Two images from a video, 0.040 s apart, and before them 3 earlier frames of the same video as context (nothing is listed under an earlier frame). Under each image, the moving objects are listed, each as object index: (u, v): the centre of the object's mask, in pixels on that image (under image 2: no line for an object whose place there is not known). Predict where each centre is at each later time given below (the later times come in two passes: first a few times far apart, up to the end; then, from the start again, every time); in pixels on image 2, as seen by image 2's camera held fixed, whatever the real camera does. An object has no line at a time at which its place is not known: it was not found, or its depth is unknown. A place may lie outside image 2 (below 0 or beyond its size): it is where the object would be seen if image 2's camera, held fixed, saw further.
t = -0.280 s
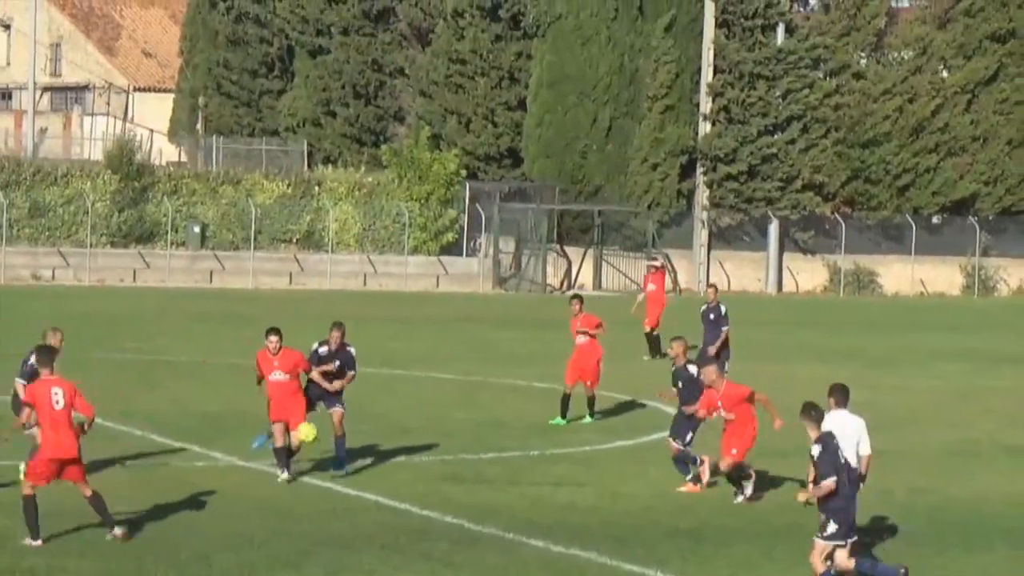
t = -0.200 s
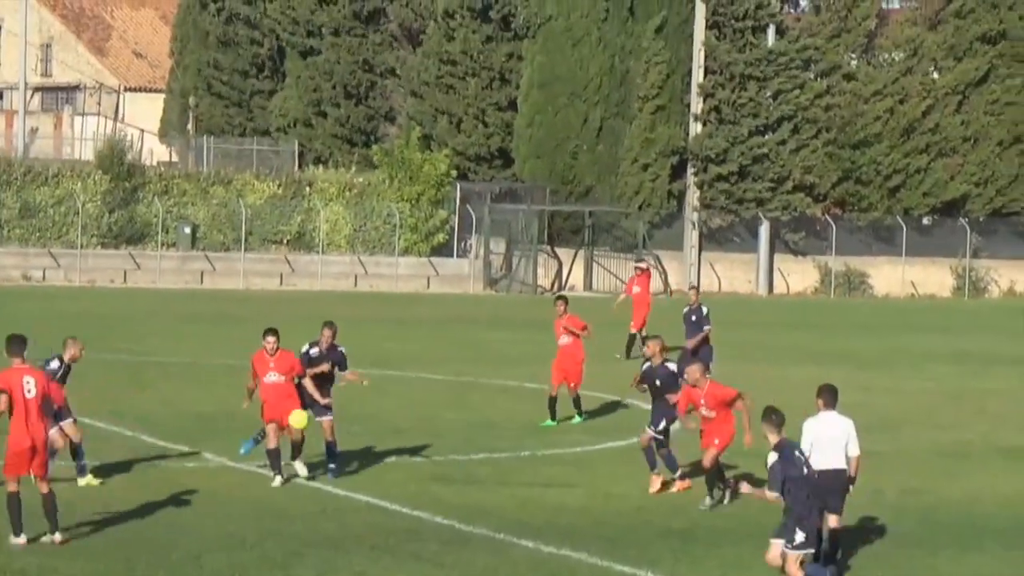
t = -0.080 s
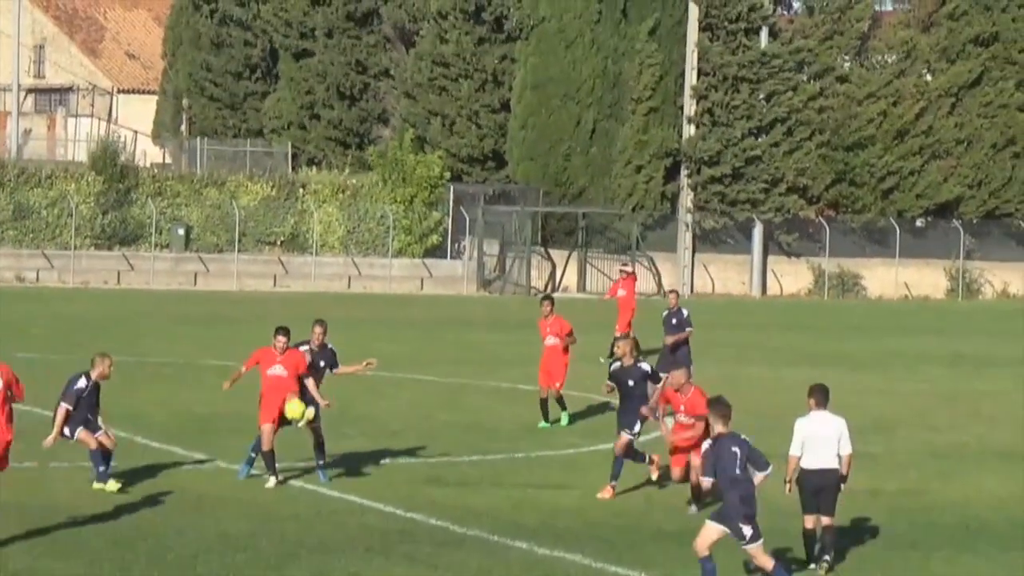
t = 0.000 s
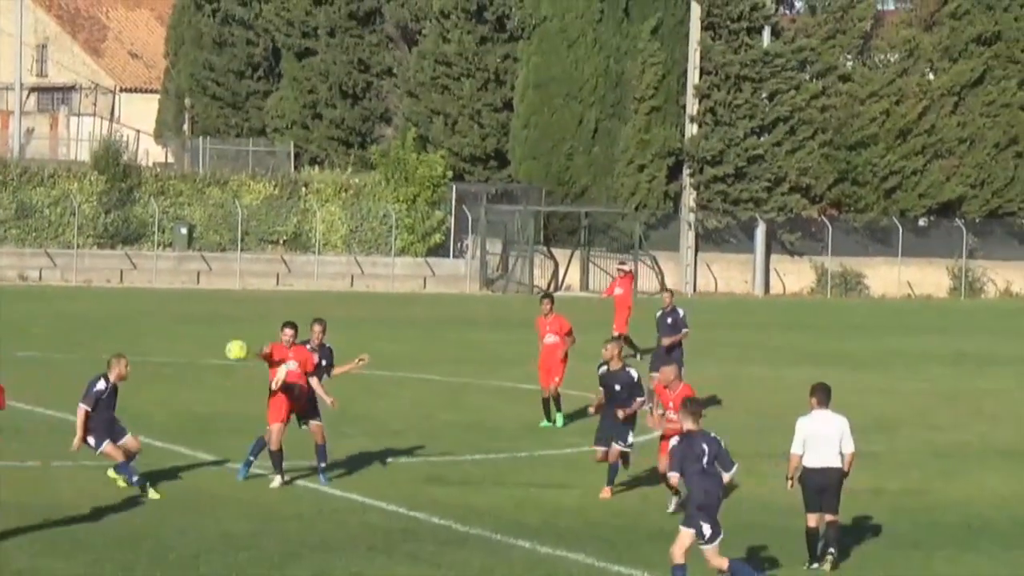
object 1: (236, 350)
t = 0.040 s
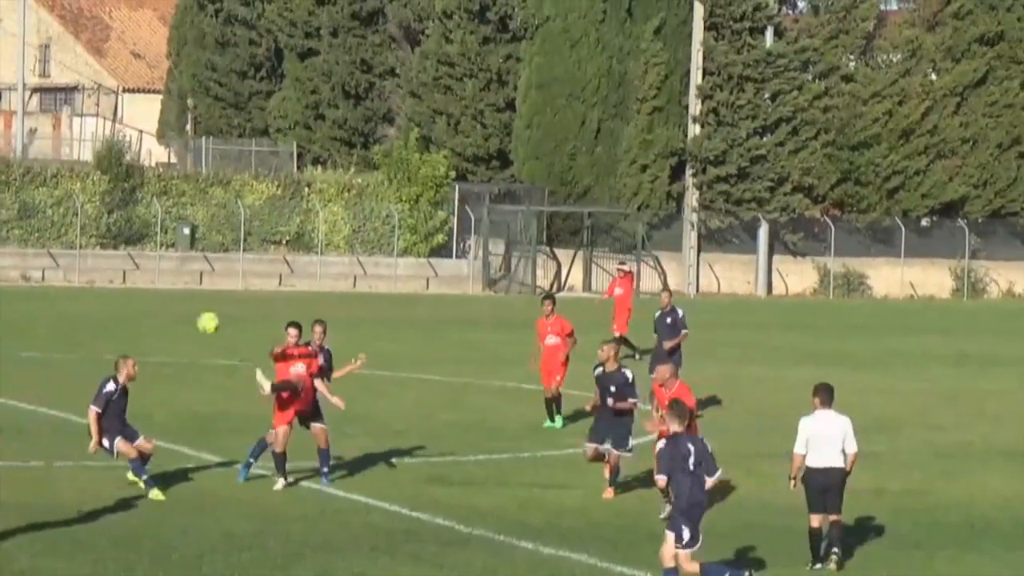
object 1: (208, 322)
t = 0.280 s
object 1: (11, 197)
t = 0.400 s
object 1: (-98, 159)
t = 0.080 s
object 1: (175, 297)
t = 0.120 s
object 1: (143, 274)
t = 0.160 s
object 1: (112, 252)
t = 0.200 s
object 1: (76, 231)
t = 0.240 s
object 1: (44, 213)
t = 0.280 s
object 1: (11, 197)
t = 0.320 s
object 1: (-24, 182)
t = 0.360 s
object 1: (-60, 171)
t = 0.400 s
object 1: (-98, 159)
